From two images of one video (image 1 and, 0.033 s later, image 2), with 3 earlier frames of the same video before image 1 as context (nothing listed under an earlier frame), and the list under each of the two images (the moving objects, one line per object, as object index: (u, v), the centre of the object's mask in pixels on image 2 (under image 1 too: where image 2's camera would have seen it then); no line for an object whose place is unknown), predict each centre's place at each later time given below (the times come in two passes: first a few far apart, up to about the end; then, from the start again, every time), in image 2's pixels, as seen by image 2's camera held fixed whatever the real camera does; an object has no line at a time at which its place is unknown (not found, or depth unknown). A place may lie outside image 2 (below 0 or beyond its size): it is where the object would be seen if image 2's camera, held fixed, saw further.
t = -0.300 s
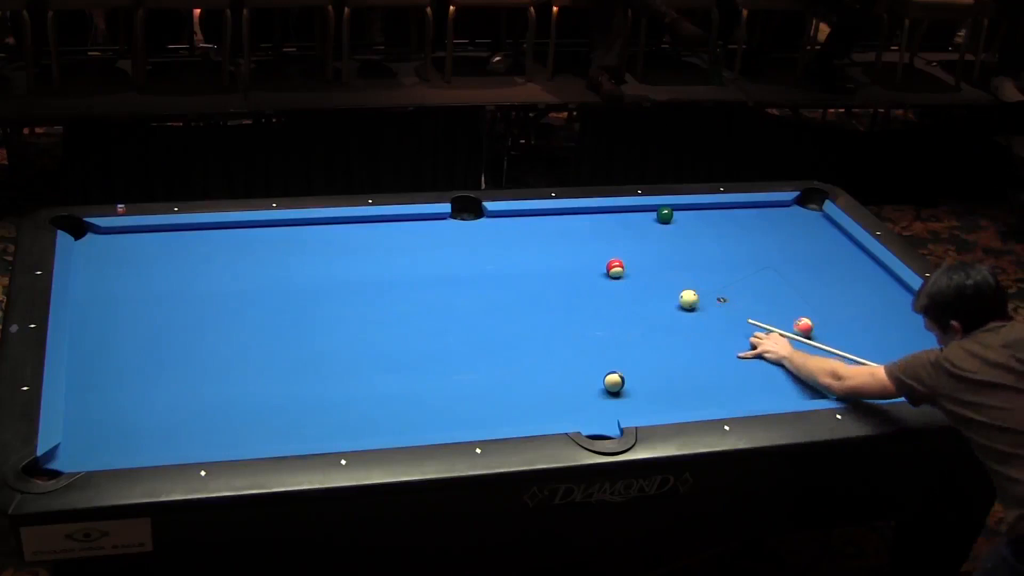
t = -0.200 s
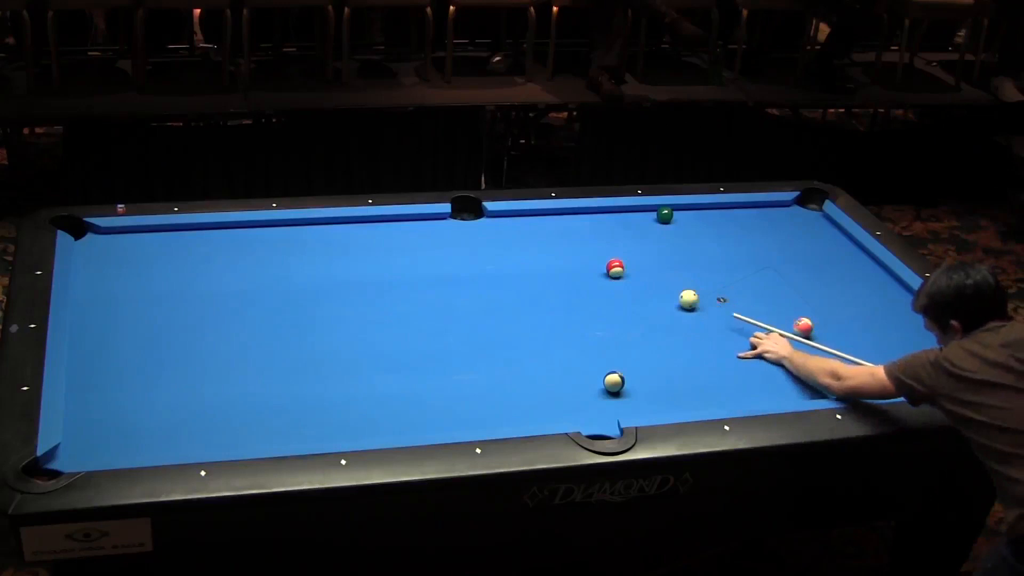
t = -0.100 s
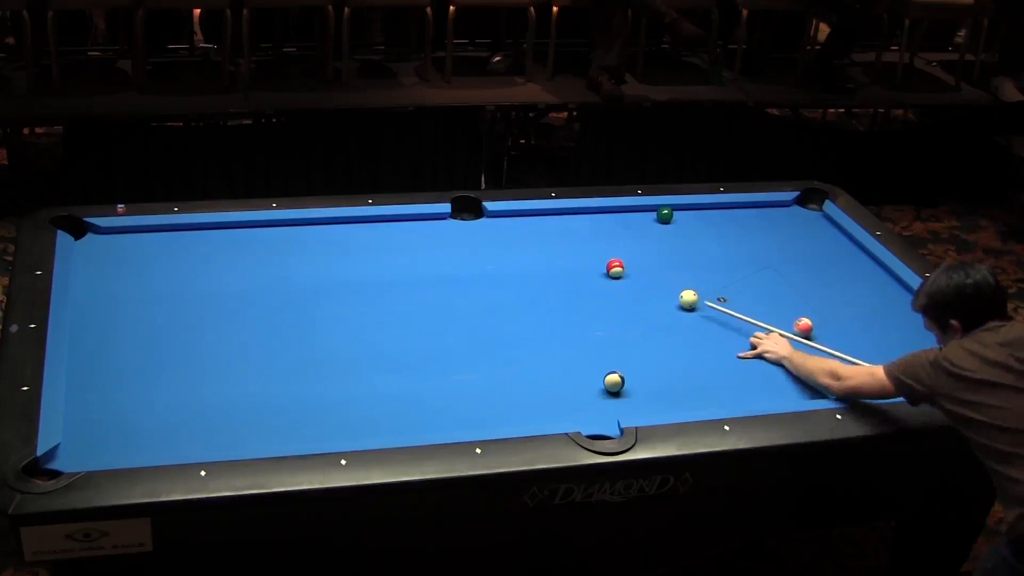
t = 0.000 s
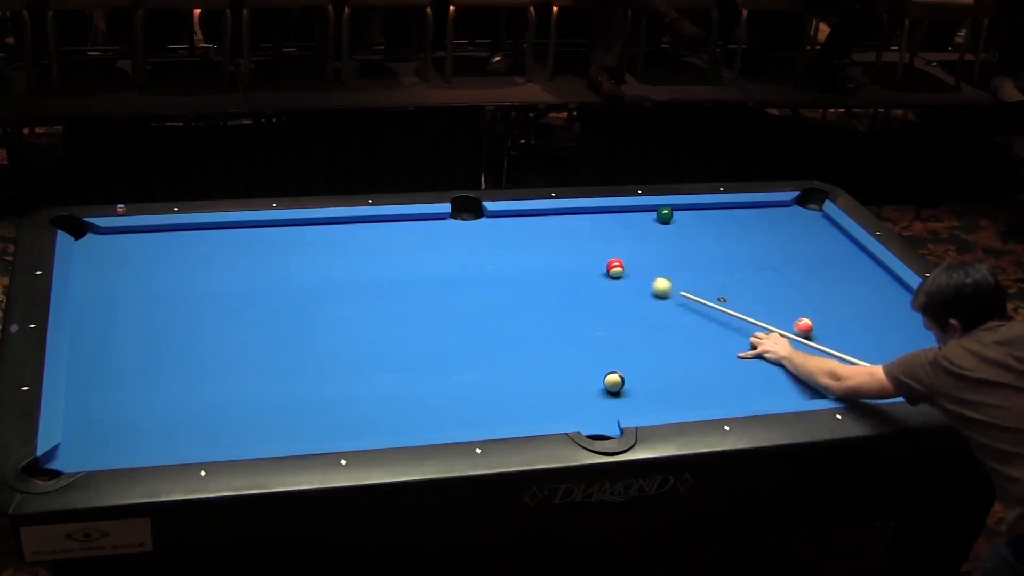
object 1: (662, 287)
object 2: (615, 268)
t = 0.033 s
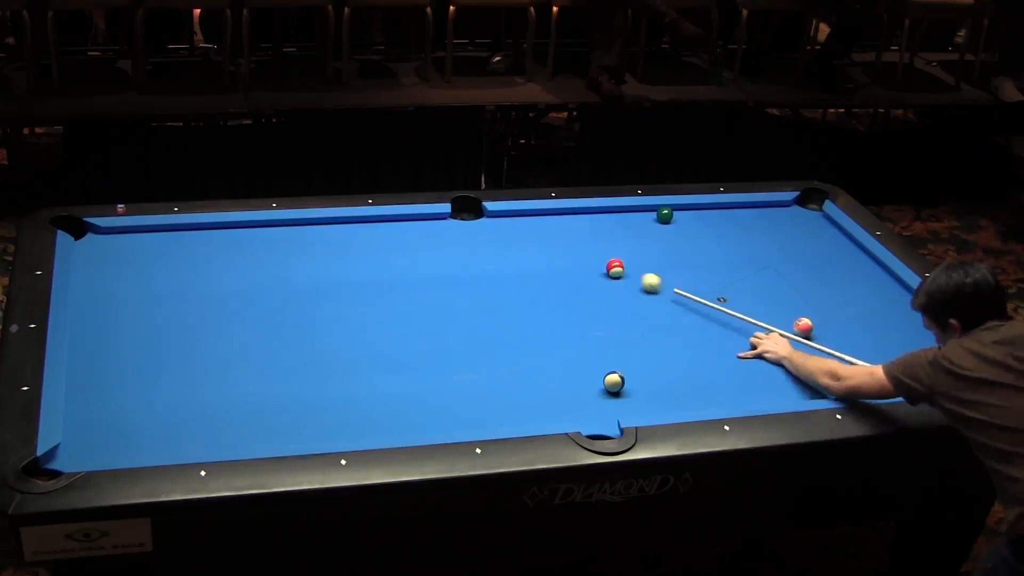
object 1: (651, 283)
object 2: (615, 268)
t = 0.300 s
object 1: (624, 267)
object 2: (564, 249)
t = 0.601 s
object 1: (609, 256)
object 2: (508, 229)
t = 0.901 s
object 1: (596, 246)
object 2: (459, 212)
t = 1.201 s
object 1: (584, 237)
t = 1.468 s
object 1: (575, 231)
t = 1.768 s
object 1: (566, 224)
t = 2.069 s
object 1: (558, 218)
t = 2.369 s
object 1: (553, 214)
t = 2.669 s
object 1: (554, 216)
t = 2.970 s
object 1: (555, 218)
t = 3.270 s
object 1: (555, 219)
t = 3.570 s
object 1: (556, 220)
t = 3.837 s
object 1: (555, 220)
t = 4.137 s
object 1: (556, 220)
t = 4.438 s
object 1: (556, 220)
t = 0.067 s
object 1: (641, 278)
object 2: (615, 269)
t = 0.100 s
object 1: (631, 274)
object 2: (614, 268)
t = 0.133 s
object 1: (631, 273)
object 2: (604, 264)
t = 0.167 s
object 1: (630, 272)
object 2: (595, 261)
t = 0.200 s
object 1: (629, 271)
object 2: (586, 257)
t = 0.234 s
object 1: (627, 270)
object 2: (578, 254)
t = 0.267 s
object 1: (626, 269)
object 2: (571, 252)
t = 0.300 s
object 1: (624, 267)
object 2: (564, 249)
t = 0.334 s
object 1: (622, 266)
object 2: (557, 247)
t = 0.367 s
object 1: (620, 265)
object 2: (551, 244)
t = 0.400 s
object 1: (619, 264)
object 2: (545, 242)
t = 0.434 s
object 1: (617, 262)
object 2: (538, 240)
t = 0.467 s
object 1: (615, 261)
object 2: (532, 238)
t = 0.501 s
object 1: (614, 260)
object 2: (526, 236)
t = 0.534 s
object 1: (612, 258)
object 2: (520, 233)
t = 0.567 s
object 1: (610, 257)
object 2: (513, 230)
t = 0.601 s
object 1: (609, 256)
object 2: (508, 229)
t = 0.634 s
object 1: (607, 255)
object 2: (502, 226)
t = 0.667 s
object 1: (605, 254)
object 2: (496, 224)
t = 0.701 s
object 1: (604, 252)
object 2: (490, 222)
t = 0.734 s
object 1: (603, 251)
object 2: (484, 220)
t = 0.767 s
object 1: (601, 250)
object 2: (478, 218)
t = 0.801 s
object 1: (600, 249)
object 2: (472, 215)
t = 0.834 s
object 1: (598, 248)
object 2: (468, 213)
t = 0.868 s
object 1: (597, 247)
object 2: (462, 212)
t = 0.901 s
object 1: (596, 246)
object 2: (459, 212)
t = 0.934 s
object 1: (594, 245)
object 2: (461, 213)
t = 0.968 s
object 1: (593, 244)
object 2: (462, 216)
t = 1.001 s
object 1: (591, 243)
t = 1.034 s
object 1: (590, 242)
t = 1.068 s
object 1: (589, 241)
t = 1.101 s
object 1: (588, 240)
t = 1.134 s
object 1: (586, 239)
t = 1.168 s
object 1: (585, 238)
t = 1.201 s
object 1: (584, 237)
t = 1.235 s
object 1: (583, 236)
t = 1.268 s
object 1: (581, 235)
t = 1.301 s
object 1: (580, 235)
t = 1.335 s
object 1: (579, 234)
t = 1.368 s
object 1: (578, 233)
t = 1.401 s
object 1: (577, 232)
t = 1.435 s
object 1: (576, 231)
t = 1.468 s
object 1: (575, 231)
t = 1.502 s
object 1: (574, 230)
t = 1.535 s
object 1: (573, 229)
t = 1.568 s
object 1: (572, 228)
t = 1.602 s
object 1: (571, 227)
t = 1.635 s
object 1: (570, 227)
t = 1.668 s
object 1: (569, 226)
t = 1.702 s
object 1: (568, 225)
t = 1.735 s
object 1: (567, 224)
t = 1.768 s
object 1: (566, 224)
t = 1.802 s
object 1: (565, 223)
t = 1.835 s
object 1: (564, 222)
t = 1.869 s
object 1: (563, 221)
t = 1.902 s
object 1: (562, 221)
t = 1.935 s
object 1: (561, 220)
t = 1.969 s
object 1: (561, 219)
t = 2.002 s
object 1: (560, 219)
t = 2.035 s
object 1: (559, 218)
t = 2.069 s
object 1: (558, 218)
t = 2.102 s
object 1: (558, 217)
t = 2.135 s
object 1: (557, 216)
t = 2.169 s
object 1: (556, 216)
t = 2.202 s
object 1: (555, 215)
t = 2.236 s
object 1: (554, 215)
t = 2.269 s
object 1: (554, 214)
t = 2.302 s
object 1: (553, 213)
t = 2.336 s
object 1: (553, 214)
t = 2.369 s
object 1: (553, 214)
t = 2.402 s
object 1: (553, 214)
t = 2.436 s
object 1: (553, 214)
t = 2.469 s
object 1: (554, 215)
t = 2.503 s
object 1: (554, 215)
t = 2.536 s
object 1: (554, 215)
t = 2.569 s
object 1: (554, 216)
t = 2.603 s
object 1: (554, 216)
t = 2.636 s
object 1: (554, 216)
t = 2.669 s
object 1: (554, 216)
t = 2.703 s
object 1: (554, 217)
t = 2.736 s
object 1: (554, 217)
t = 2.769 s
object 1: (554, 217)
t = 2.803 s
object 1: (555, 217)
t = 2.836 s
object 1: (555, 218)
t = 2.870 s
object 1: (555, 218)
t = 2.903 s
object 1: (555, 218)
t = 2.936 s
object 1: (555, 218)
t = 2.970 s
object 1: (555, 218)
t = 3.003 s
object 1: (555, 218)
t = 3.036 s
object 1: (555, 219)
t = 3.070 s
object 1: (555, 219)
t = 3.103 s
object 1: (555, 219)
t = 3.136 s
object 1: (555, 219)
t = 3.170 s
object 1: (555, 219)
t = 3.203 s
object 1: (555, 219)
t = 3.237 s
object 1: (555, 219)
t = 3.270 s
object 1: (555, 219)
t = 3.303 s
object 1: (556, 220)
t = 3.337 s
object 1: (556, 220)
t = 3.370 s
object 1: (556, 220)
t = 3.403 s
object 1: (556, 220)
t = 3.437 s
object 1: (556, 220)
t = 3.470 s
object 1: (556, 220)
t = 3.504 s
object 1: (556, 220)
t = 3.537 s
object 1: (556, 220)
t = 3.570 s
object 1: (556, 220)
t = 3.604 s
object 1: (555, 220)
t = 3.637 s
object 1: (556, 220)
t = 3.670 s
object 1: (556, 220)
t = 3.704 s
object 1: (555, 220)
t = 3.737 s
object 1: (555, 220)
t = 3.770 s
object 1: (555, 220)
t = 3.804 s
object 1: (555, 220)
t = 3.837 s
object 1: (555, 220)
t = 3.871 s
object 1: (556, 220)
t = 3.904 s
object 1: (556, 220)
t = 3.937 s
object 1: (555, 220)
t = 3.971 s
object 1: (555, 220)
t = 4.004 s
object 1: (556, 220)
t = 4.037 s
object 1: (556, 220)
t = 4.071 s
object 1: (556, 220)
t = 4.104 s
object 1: (556, 220)
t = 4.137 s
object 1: (556, 220)
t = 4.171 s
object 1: (556, 220)
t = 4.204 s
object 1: (556, 220)
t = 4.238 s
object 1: (555, 220)
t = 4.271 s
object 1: (556, 220)
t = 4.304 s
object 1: (555, 220)
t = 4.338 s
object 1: (555, 220)
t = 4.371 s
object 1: (555, 220)
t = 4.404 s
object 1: (556, 220)
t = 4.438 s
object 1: (556, 220)
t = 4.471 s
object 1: (556, 220)
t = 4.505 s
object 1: (556, 220)
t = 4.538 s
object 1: (556, 220)
